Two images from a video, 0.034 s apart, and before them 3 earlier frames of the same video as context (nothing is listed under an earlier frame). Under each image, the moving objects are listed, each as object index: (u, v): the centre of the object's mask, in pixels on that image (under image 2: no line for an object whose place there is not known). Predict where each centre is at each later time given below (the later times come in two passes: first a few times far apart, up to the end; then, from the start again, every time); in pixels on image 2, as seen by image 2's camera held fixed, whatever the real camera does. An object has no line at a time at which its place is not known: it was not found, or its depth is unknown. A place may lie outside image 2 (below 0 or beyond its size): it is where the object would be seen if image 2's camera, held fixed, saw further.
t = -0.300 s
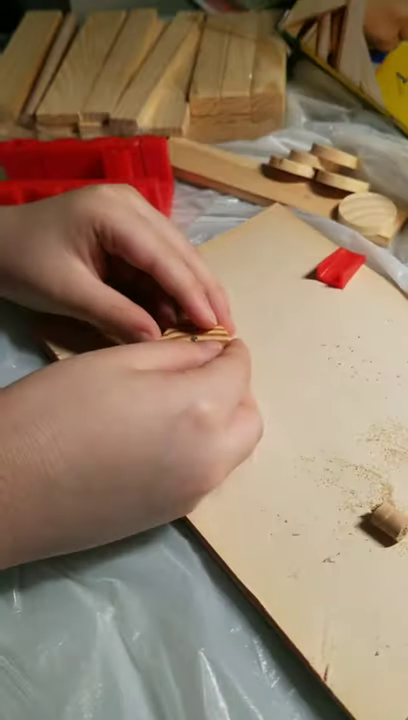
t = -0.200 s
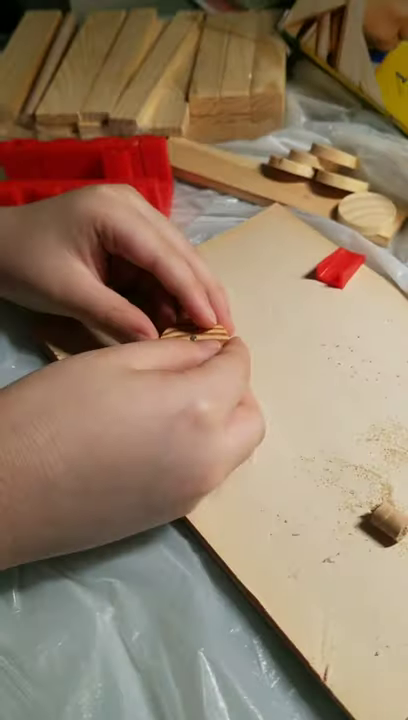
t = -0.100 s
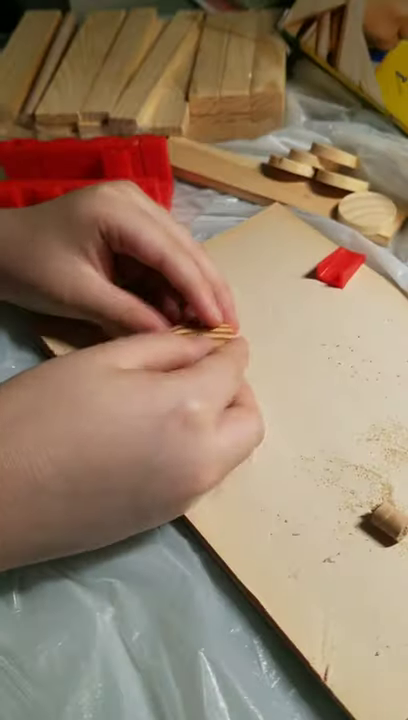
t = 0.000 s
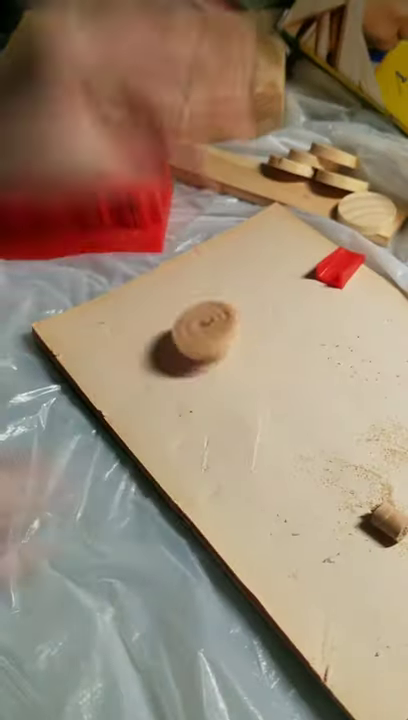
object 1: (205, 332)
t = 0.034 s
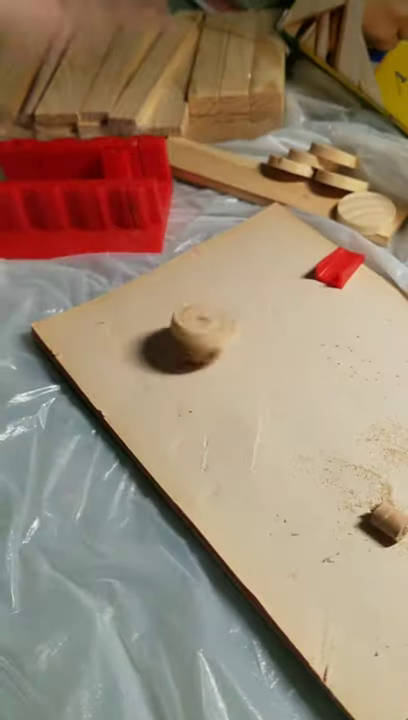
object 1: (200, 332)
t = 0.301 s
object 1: (184, 309)
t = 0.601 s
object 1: (201, 312)
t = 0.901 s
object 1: (185, 332)
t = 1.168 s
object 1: (167, 329)
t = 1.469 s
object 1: (176, 324)
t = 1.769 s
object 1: (161, 337)
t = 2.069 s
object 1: (155, 333)
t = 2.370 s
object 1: (211, 303)
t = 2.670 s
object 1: (181, 283)
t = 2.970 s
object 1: (144, 298)
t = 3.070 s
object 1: (140, 304)
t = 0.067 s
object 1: (193, 328)
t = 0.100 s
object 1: (189, 327)
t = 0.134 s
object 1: (190, 323)
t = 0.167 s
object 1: (187, 322)
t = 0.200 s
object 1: (184, 317)
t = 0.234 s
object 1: (185, 315)
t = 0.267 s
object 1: (187, 314)
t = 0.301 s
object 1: (184, 309)
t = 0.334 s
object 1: (186, 306)
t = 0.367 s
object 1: (189, 305)
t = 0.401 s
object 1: (193, 305)
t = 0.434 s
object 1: (193, 306)
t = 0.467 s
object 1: (197, 306)
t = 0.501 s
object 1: (199, 306)
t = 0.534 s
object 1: (200, 308)
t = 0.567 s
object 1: (201, 309)
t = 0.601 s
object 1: (201, 312)
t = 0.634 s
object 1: (202, 314)
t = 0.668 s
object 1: (199, 318)
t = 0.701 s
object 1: (198, 321)
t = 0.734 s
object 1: (198, 323)
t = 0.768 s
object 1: (196, 326)
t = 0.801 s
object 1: (194, 326)
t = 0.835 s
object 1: (191, 330)
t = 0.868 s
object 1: (190, 332)
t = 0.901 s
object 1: (185, 332)
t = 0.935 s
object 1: (183, 335)
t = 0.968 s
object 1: (181, 334)
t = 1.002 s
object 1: (176, 334)
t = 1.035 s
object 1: (175, 334)
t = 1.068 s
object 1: (173, 331)
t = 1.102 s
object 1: (171, 333)
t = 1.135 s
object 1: (170, 330)
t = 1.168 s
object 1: (167, 329)
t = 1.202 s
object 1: (167, 330)
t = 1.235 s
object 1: (170, 326)
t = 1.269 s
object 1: (170, 325)
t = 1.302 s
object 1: (169, 323)
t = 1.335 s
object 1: (172, 321)
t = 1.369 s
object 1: (173, 321)
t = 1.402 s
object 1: (176, 320)
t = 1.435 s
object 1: (176, 324)
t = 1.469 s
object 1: (176, 324)
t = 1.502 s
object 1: (175, 328)
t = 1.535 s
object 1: (176, 326)
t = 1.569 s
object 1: (174, 327)
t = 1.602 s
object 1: (171, 329)
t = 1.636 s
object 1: (167, 331)
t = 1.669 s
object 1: (166, 336)
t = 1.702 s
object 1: (167, 334)
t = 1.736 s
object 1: (165, 336)
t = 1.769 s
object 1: (161, 337)
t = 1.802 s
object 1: (160, 340)
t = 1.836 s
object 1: (159, 340)
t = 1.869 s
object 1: (156, 337)
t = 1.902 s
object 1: (151, 336)
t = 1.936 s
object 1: (146, 336)
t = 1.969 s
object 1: (144, 338)
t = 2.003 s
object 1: (143, 338)
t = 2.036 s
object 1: (148, 336)
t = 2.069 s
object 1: (155, 333)
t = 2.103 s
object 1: (158, 332)
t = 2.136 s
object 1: (161, 332)
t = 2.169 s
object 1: (166, 331)
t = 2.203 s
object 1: (173, 332)
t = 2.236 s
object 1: (185, 328)
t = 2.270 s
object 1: (195, 323)
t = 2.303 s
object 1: (204, 316)
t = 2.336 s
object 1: (208, 309)
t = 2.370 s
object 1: (211, 303)
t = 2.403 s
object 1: (209, 298)
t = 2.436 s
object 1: (206, 294)
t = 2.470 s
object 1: (204, 292)
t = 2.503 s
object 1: (200, 290)
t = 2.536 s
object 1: (195, 288)
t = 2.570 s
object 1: (190, 287)
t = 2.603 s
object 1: (188, 286)
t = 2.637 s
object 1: (185, 284)
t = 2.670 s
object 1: (181, 283)
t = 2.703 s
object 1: (176, 283)
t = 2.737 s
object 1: (172, 283)
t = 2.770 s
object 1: (166, 285)
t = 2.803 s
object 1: (161, 287)
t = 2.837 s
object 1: (157, 288)
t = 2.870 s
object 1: (152, 292)
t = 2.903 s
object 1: (150, 293)
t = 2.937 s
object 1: (147, 296)
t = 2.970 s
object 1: (144, 298)
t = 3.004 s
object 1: (142, 301)
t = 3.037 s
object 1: (141, 302)
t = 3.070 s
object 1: (140, 304)
